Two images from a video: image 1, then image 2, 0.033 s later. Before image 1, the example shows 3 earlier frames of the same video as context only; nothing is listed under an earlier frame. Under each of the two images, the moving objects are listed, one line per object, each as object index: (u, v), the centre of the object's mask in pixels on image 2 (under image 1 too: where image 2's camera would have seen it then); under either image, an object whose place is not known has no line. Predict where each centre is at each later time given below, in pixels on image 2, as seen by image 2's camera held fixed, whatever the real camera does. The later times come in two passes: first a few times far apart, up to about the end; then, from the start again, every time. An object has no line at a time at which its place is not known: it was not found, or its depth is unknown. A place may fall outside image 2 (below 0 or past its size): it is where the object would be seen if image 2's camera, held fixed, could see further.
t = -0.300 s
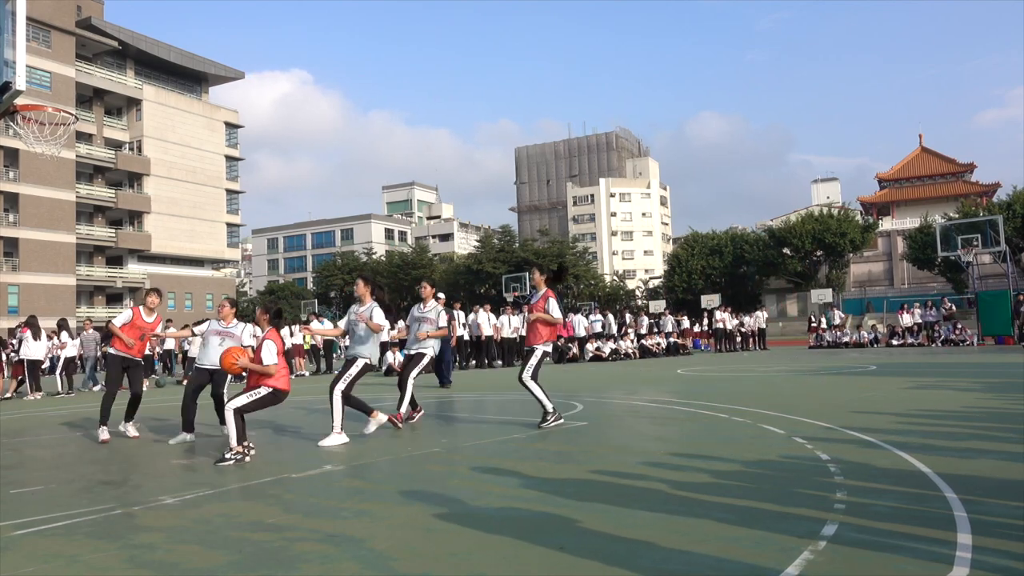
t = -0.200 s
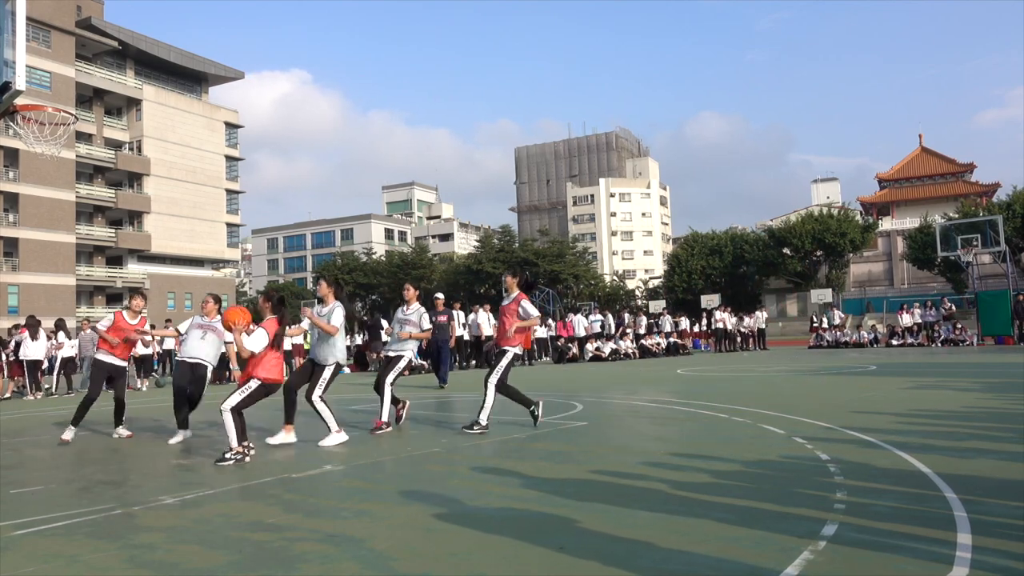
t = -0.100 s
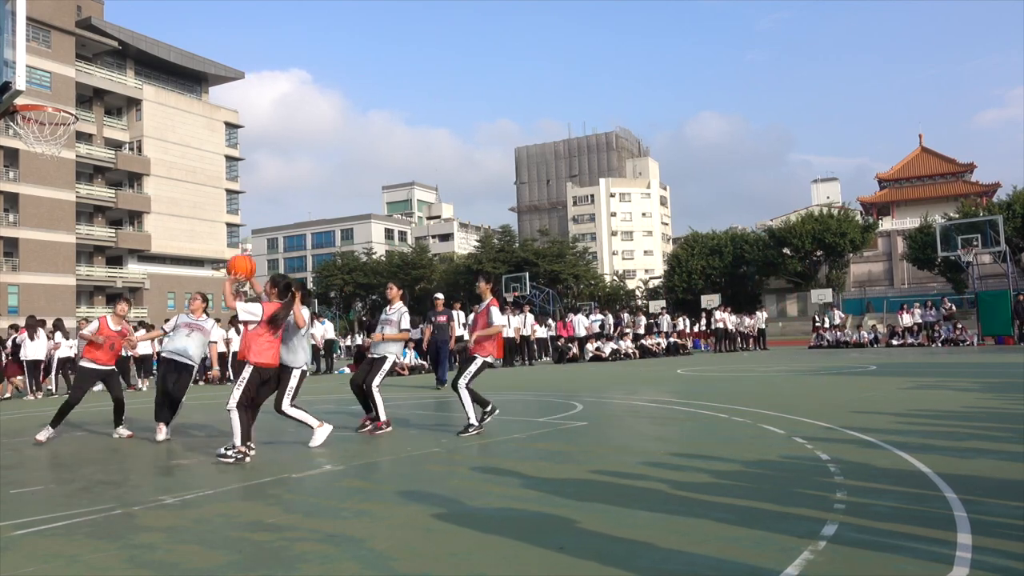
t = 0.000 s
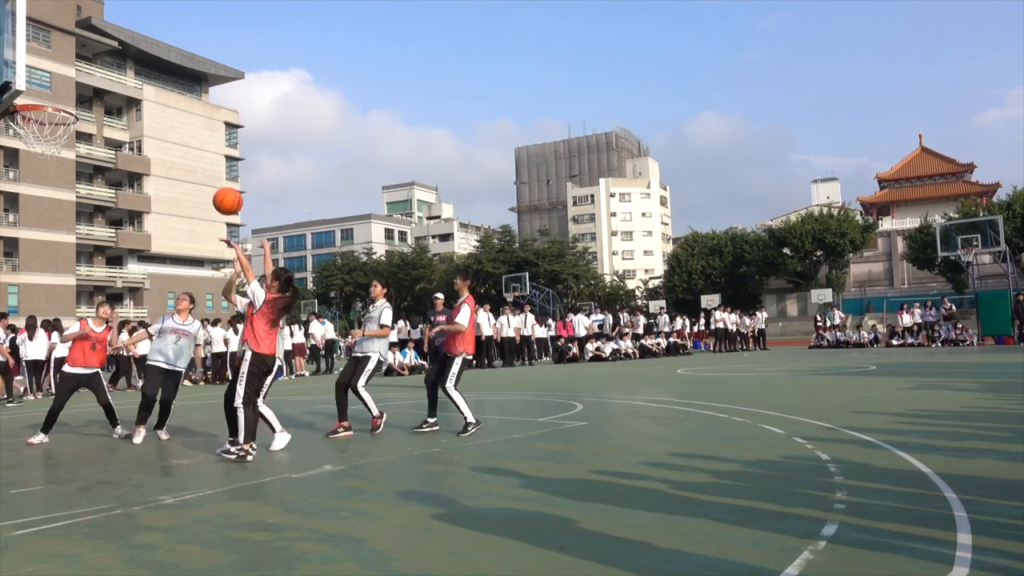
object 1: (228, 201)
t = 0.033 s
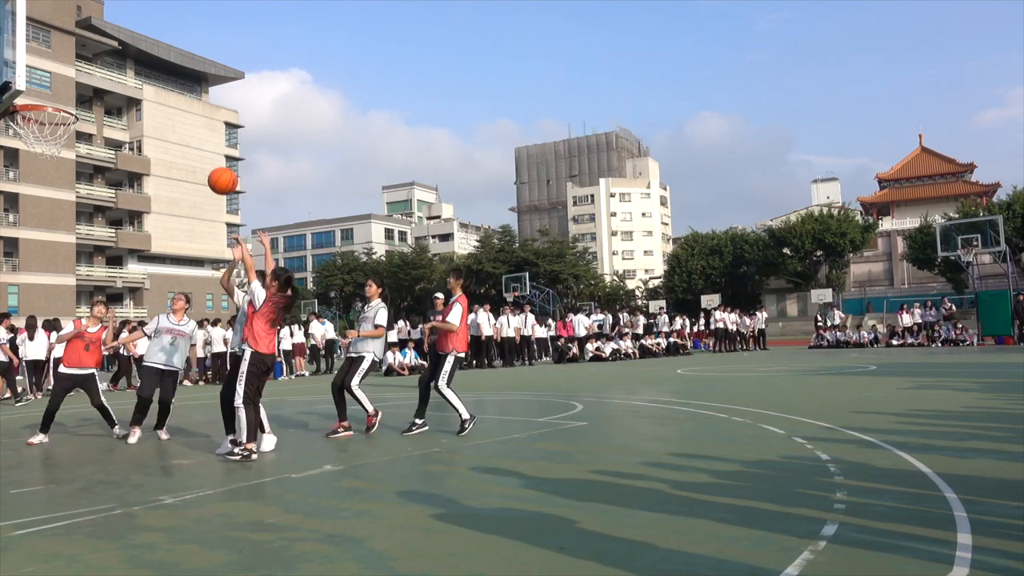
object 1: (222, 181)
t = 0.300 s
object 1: (183, 67)
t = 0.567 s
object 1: (143, 36)
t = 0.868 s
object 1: (100, 93)
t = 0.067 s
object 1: (217, 162)
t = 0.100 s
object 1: (212, 145)
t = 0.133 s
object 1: (208, 129)
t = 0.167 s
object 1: (202, 114)
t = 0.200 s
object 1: (198, 100)
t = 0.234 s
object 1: (193, 88)
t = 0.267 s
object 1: (188, 77)
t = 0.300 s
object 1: (183, 67)
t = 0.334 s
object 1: (178, 59)
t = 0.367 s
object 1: (173, 53)
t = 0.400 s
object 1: (168, 47)
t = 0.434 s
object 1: (163, 43)
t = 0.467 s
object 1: (158, 40)
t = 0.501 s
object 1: (153, 37)
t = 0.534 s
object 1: (148, 36)
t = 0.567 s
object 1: (143, 36)
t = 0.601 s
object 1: (139, 38)
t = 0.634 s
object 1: (134, 40)
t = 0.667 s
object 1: (129, 44)
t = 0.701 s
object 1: (124, 50)
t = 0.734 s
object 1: (120, 56)
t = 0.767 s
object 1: (115, 63)
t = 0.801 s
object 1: (110, 72)
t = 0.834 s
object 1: (105, 82)
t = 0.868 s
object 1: (100, 93)
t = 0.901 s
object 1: (95, 105)
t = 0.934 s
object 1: (91, 118)
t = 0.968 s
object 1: (97, 128)
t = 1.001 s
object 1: (103, 141)
